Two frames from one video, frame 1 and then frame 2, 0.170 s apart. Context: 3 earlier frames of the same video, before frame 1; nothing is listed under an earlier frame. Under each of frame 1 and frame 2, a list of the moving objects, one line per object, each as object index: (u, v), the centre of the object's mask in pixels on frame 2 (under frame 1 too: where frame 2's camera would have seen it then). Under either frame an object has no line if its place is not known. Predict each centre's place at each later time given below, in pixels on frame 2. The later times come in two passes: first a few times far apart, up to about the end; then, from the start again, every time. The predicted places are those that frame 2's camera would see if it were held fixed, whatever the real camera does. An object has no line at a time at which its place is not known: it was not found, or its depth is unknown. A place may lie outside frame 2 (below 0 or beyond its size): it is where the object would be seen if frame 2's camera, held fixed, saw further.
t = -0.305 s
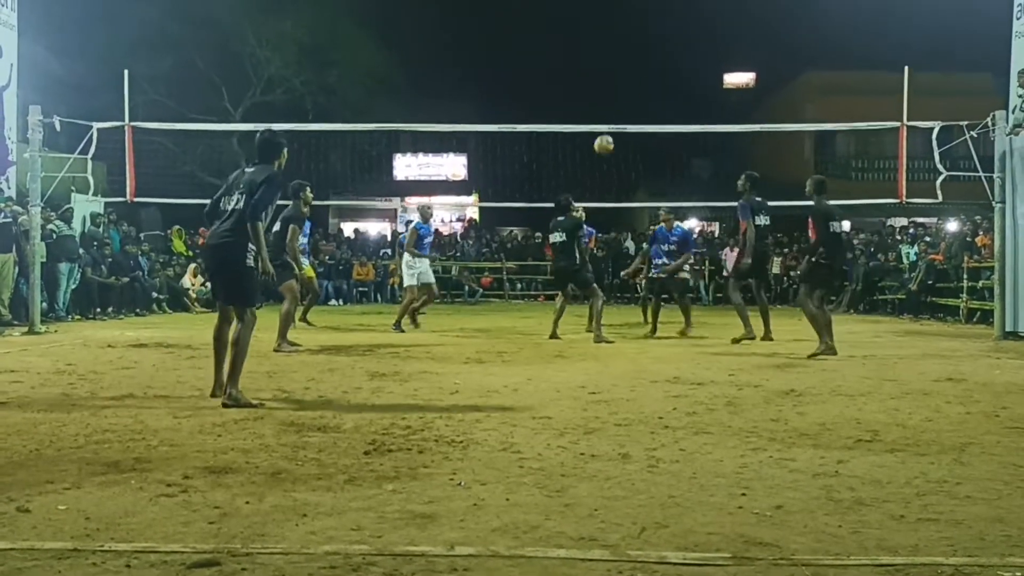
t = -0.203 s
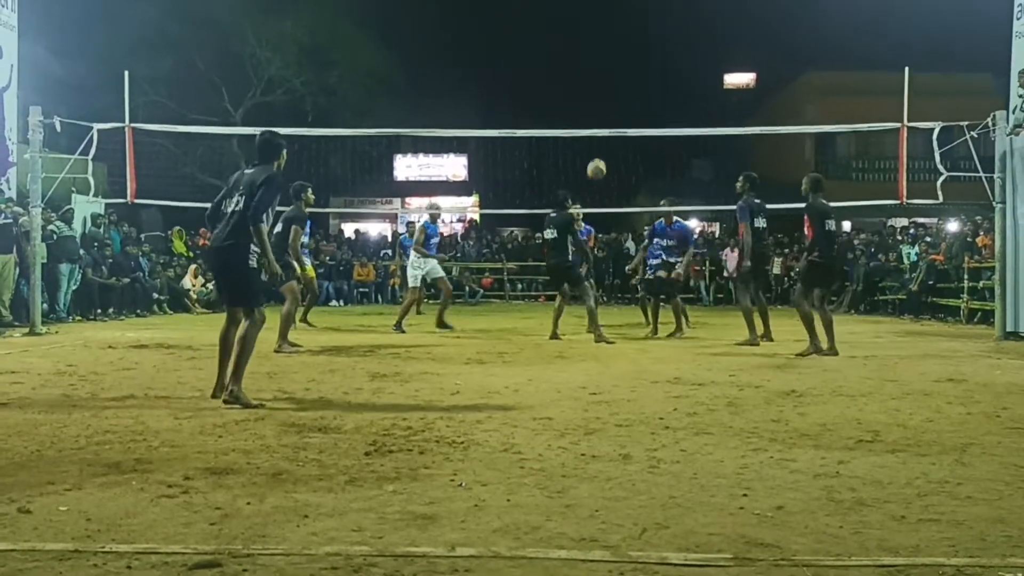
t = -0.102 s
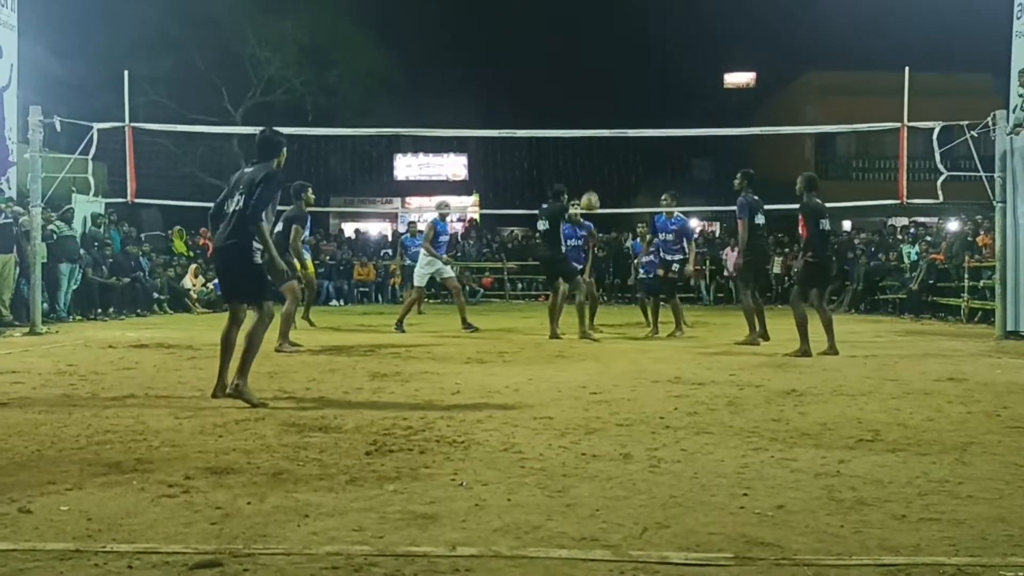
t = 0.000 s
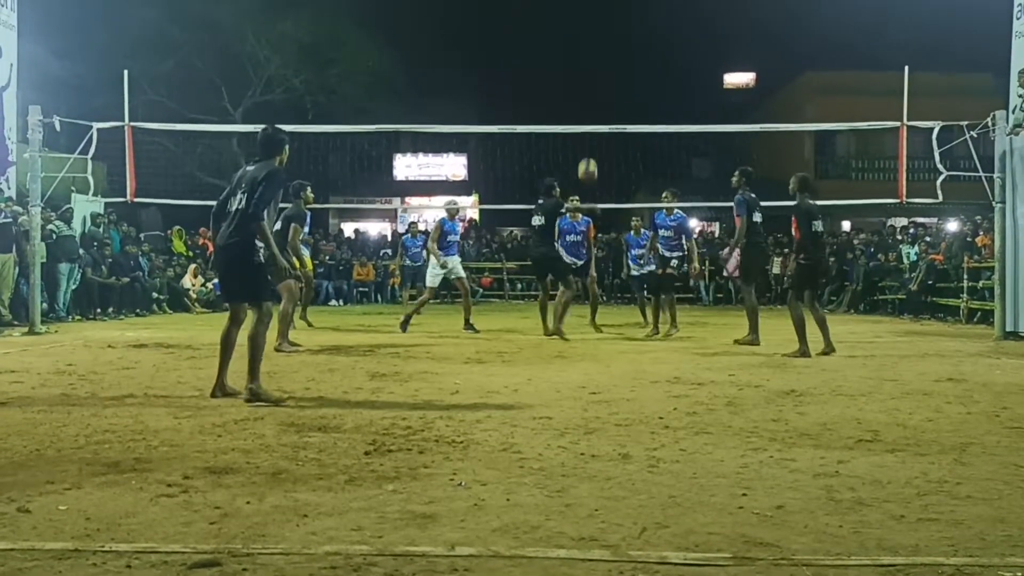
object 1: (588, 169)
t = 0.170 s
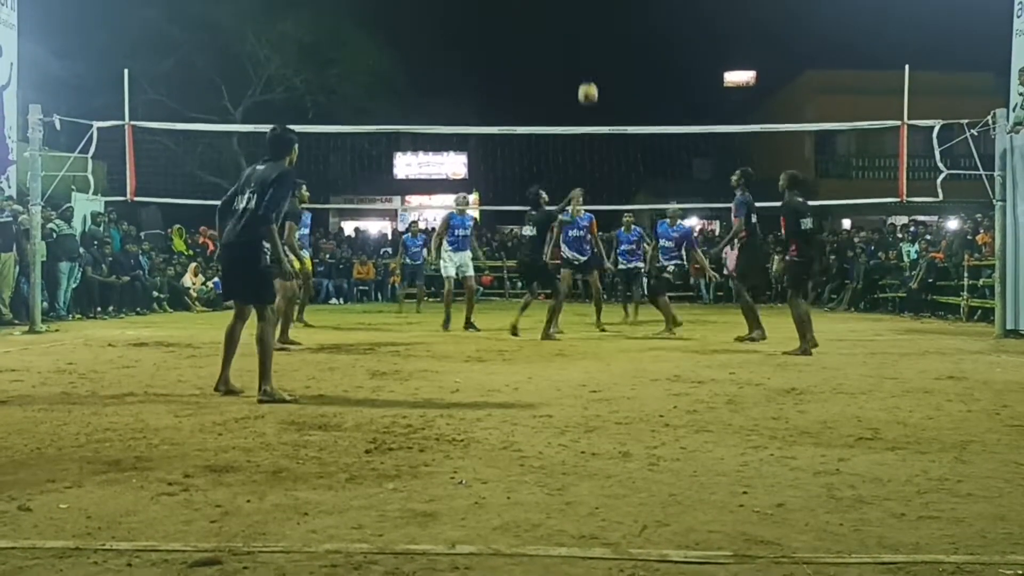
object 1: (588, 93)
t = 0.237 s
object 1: (588, 71)
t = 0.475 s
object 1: (587, 21)
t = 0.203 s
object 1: (587, 82)
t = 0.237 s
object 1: (588, 71)
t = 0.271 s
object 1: (588, 61)
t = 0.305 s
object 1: (588, 52)
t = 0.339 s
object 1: (587, 43)
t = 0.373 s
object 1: (588, 36)
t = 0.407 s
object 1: (587, 30)
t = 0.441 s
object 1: (587, 25)
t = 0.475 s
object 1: (587, 21)
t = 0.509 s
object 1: (586, 17)
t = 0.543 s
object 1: (586, 15)
